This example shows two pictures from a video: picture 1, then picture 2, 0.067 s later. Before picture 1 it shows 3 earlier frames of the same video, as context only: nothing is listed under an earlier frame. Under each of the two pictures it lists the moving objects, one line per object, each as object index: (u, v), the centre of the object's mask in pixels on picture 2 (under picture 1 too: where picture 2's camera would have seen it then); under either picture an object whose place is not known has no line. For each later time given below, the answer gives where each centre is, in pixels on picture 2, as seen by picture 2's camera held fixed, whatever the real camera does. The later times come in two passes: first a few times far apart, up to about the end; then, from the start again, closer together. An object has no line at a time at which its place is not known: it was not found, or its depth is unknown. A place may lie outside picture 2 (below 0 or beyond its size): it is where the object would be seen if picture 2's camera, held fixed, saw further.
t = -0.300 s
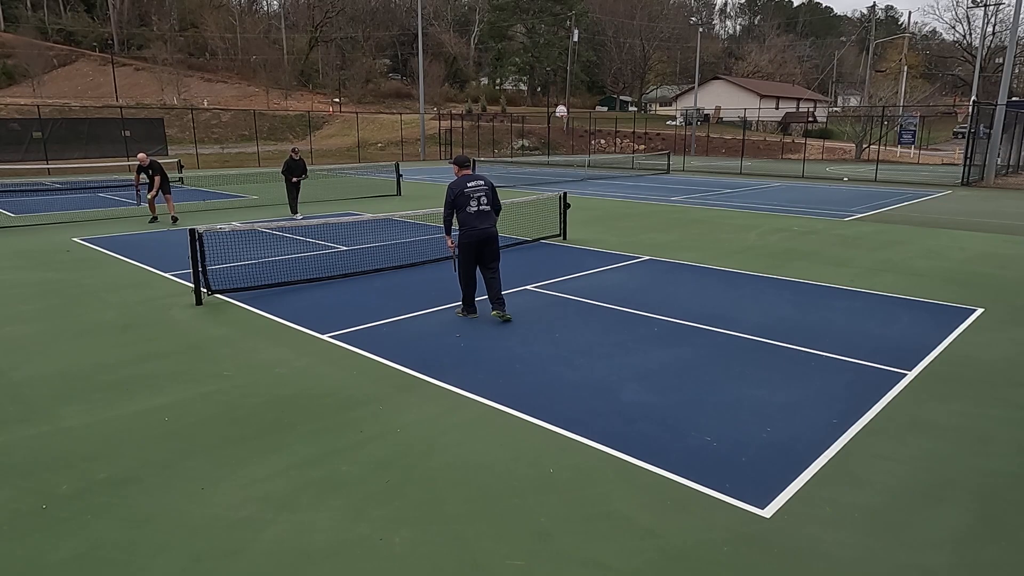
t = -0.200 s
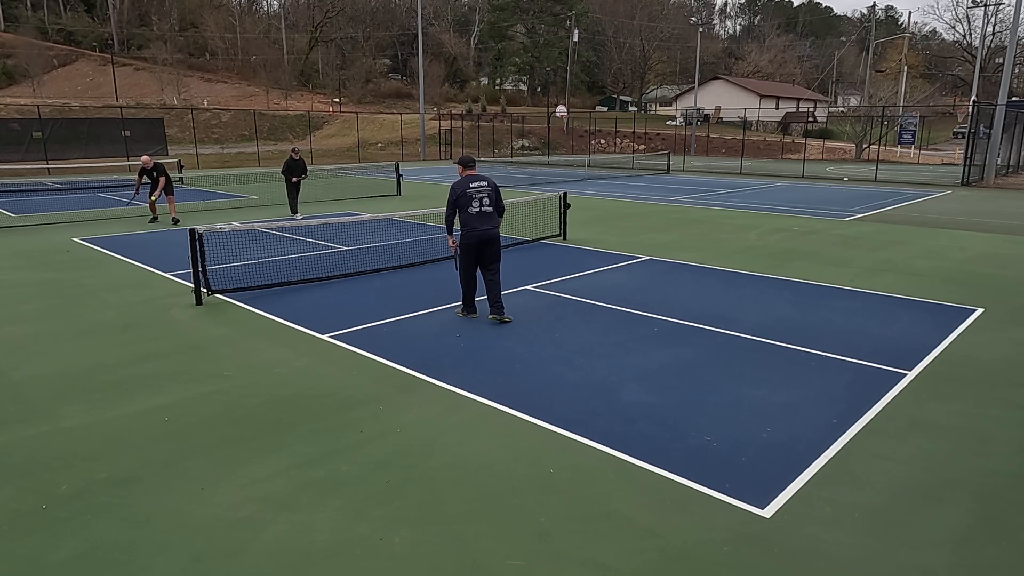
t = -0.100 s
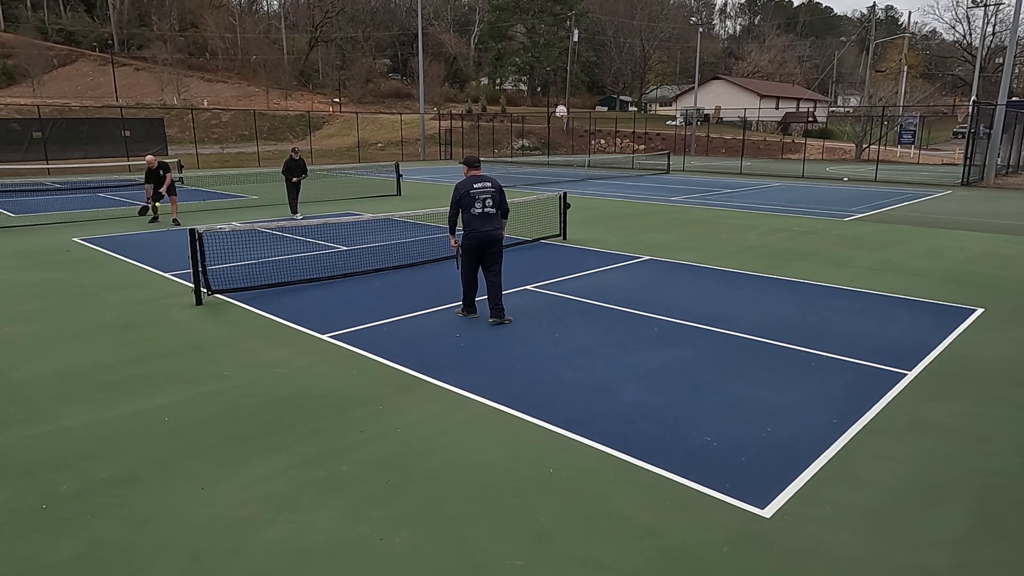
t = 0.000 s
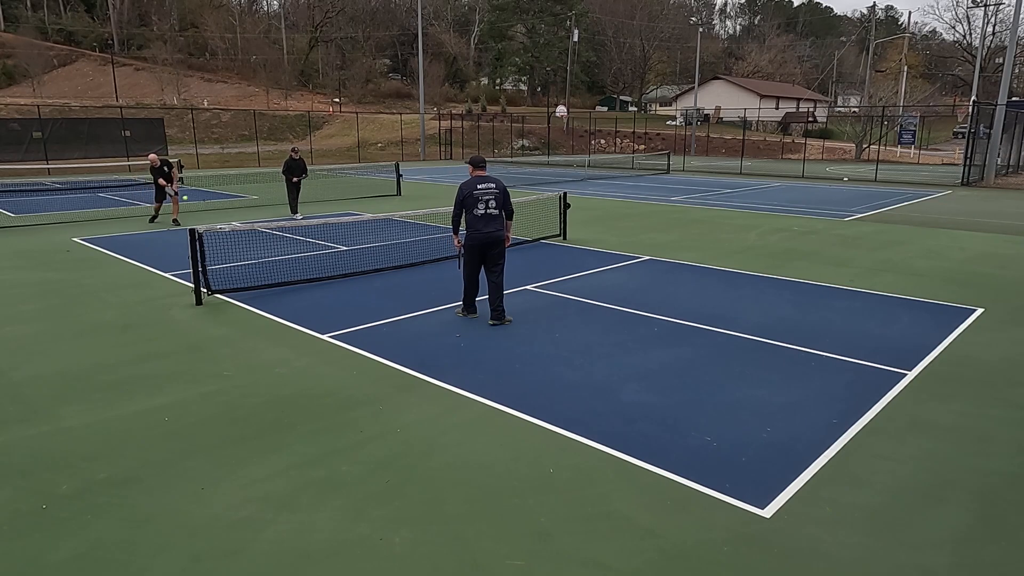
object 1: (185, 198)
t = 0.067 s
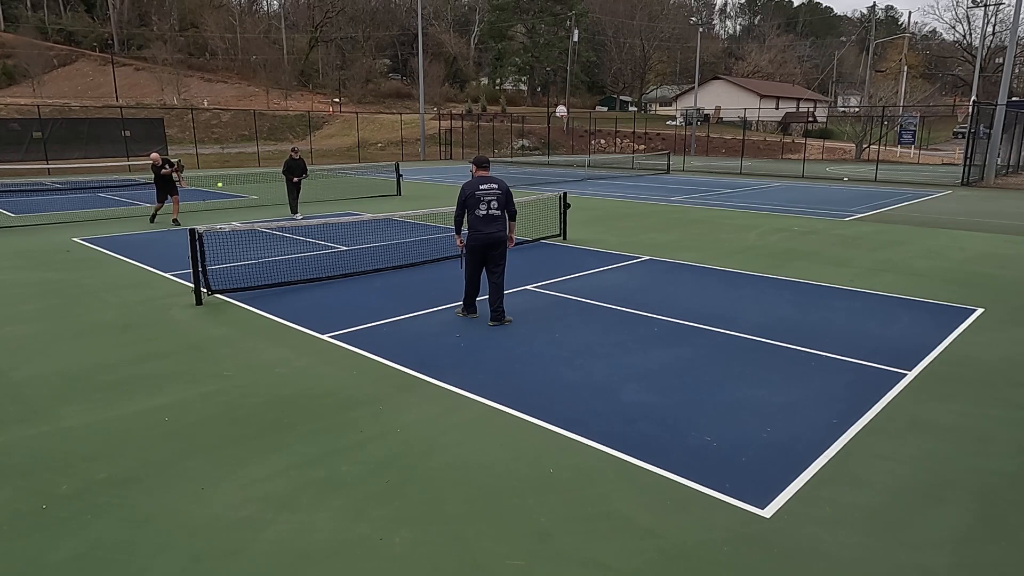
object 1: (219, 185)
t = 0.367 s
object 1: (398, 158)
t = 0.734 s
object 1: (665, 218)
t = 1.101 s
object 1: (947, 292)
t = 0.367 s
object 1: (398, 158)
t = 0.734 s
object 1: (665, 218)
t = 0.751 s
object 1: (678, 224)
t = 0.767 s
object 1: (692, 230)
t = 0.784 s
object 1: (705, 237)
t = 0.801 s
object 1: (718, 244)
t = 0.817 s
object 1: (732, 251)
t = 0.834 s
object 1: (746, 258)
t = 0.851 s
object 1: (760, 266)
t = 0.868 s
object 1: (774, 274)
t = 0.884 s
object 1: (787, 283)
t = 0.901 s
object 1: (801, 292)
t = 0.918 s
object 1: (815, 301)
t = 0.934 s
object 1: (829, 311)
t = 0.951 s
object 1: (843, 320)
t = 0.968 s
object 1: (854, 317)
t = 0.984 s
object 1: (865, 313)
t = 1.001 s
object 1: (876, 309)
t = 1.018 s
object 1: (888, 305)
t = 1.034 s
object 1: (899, 302)
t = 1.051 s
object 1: (911, 299)
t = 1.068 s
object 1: (923, 296)
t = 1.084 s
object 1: (935, 294)
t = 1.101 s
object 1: (947, 292)
